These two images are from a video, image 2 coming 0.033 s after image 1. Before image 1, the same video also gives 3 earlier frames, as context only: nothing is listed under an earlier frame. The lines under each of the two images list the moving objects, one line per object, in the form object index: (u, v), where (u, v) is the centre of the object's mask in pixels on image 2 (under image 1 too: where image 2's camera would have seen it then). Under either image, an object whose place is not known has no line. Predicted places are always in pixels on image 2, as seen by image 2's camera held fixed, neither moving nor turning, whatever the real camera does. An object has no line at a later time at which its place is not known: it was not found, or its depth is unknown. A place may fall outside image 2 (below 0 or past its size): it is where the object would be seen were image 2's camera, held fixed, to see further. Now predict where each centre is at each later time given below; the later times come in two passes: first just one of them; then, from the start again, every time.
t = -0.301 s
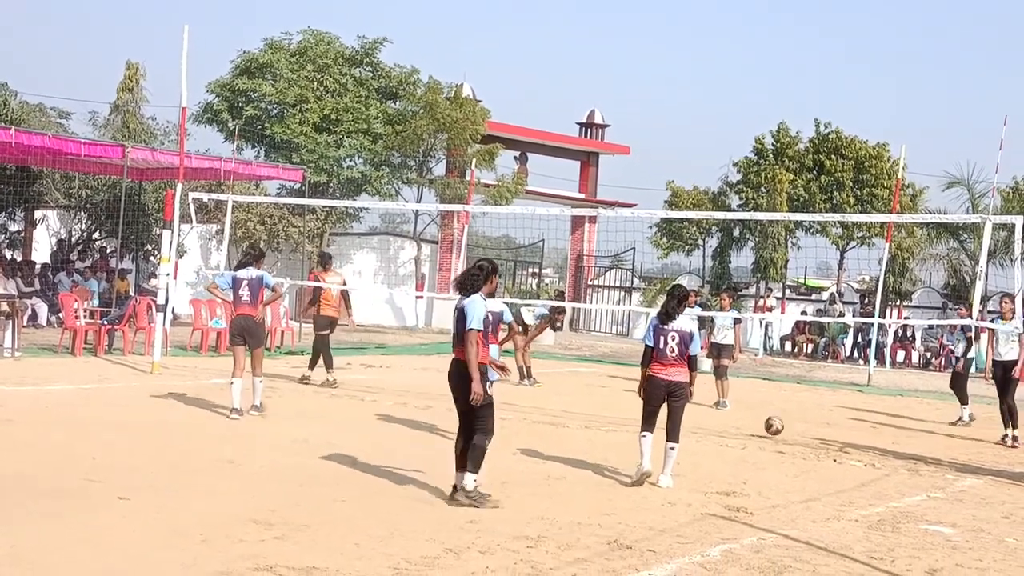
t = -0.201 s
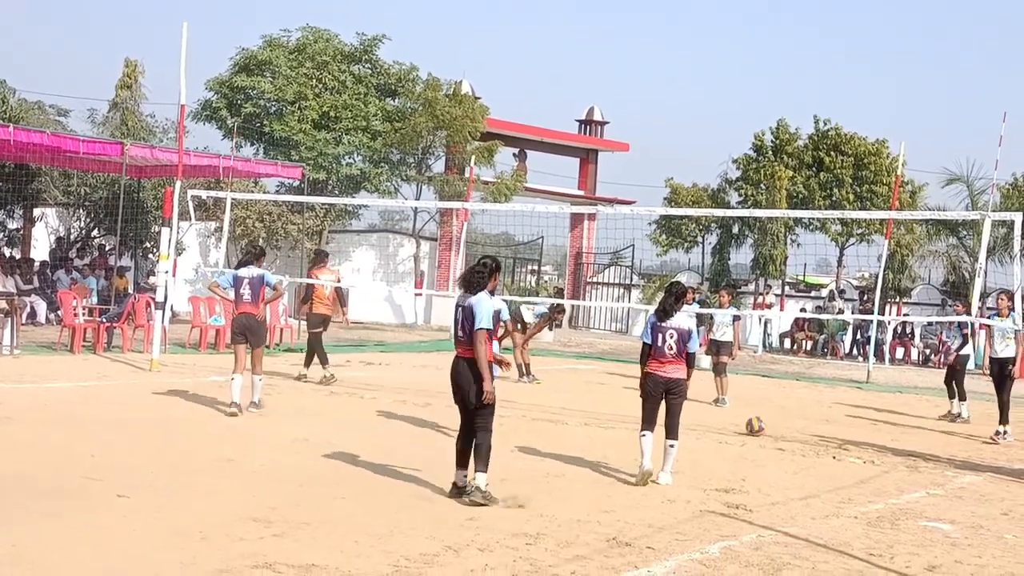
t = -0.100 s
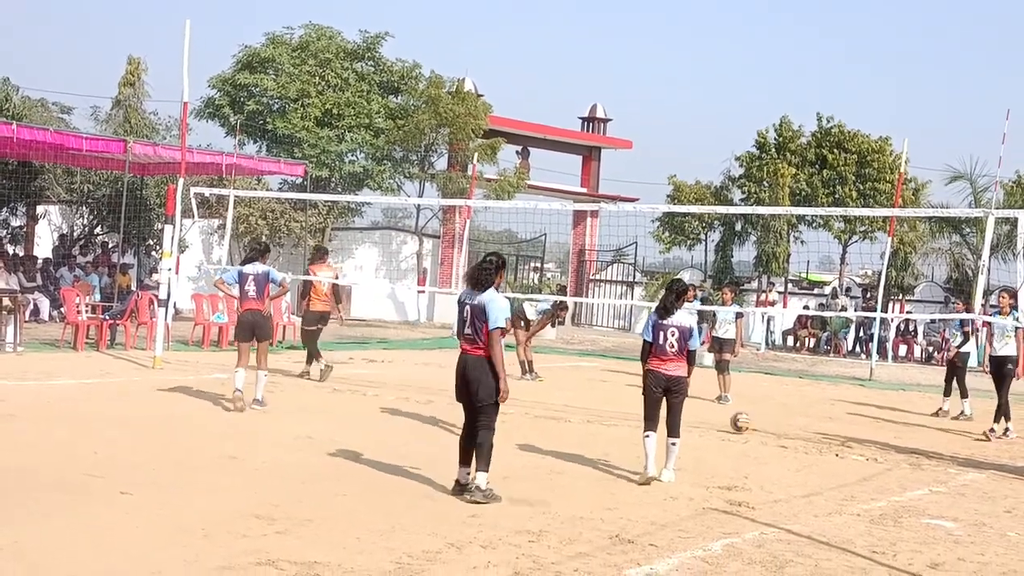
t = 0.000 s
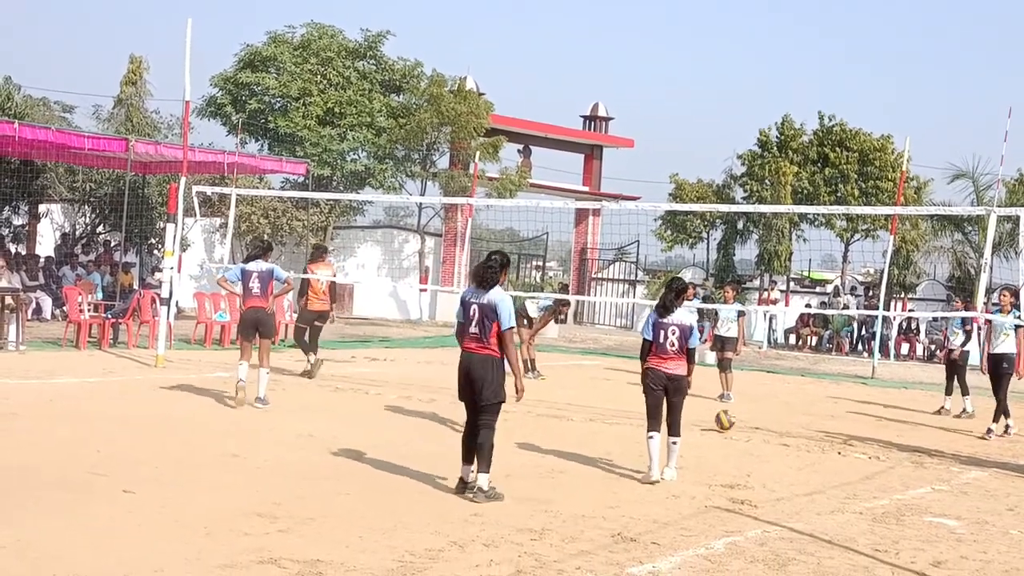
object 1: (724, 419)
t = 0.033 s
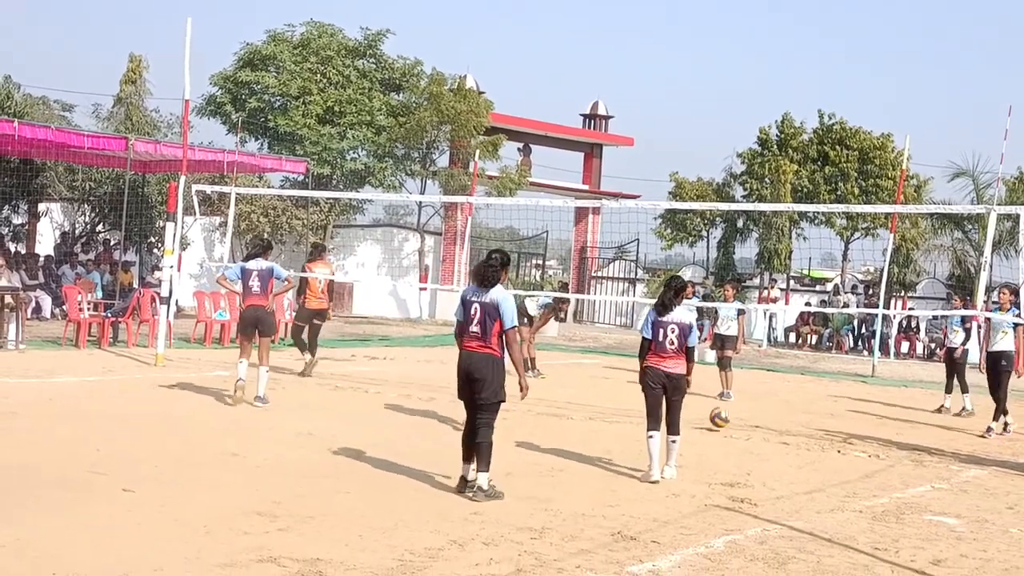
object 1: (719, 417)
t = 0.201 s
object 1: (690, 421)
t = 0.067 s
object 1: (713, 417)
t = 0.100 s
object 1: (708, 417)
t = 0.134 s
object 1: (702, 420)
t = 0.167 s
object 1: (696, 421)
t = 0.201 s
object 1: (690, 421)
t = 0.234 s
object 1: (685, 422)
